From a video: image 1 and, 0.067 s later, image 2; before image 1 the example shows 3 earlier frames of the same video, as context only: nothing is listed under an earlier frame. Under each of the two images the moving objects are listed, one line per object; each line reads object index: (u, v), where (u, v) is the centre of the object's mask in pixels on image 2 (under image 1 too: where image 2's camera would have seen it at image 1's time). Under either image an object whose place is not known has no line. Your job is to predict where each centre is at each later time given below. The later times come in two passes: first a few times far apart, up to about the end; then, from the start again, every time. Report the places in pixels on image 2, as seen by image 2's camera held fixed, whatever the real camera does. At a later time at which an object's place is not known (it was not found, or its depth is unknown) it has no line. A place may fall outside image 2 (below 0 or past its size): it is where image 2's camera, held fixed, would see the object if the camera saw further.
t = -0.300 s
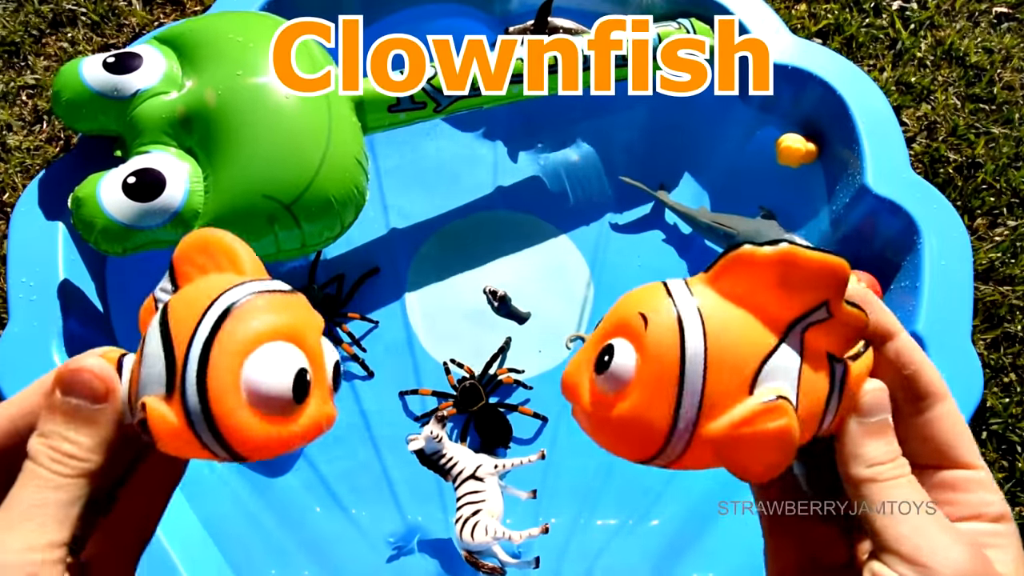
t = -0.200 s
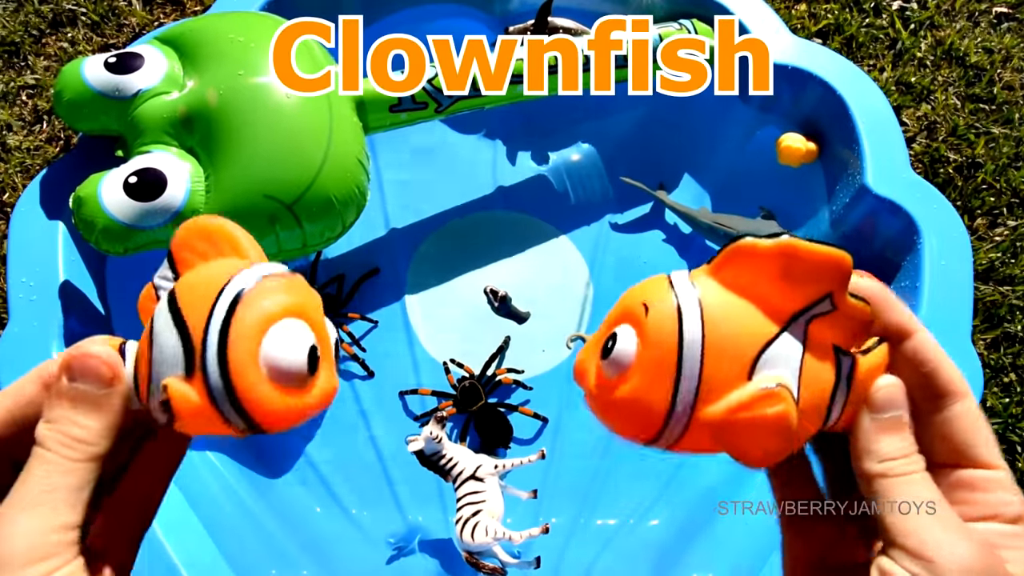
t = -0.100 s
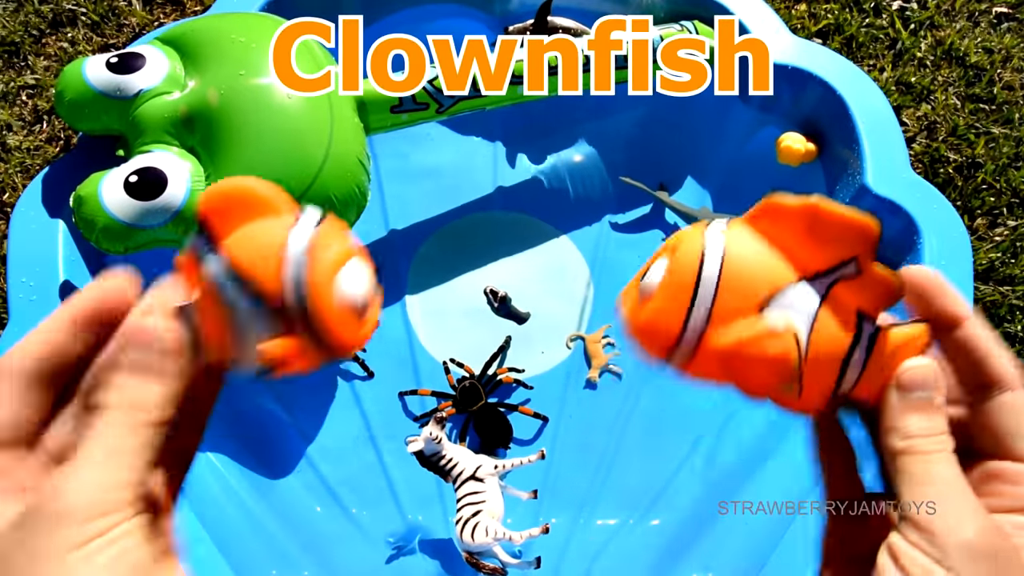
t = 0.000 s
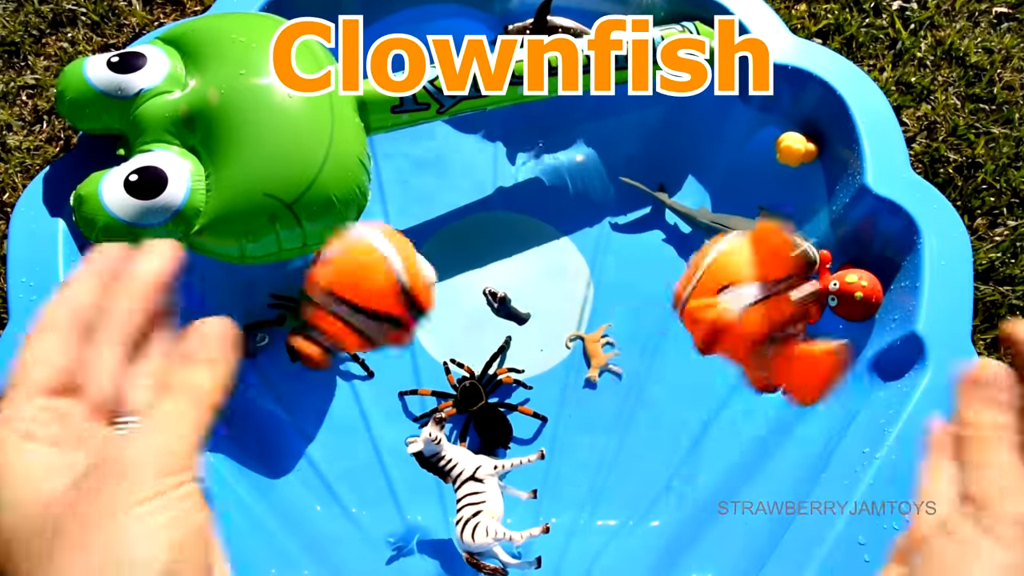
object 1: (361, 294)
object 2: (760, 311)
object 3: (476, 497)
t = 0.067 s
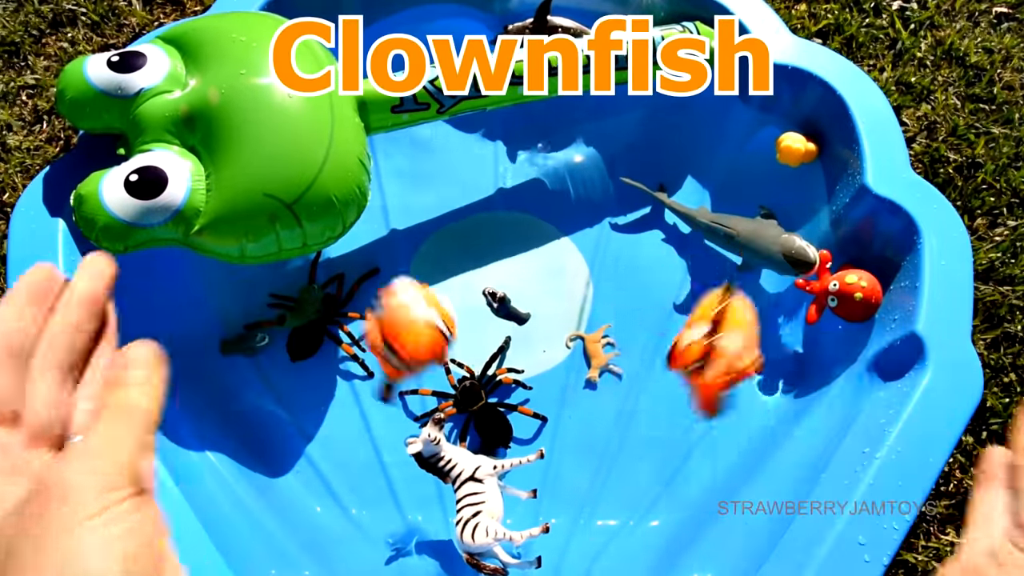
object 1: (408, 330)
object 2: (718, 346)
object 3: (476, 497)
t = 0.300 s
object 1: (507, 415)
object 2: (644, 438)
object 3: (470, 498)
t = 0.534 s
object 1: (546, 385)
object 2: (666, 396)
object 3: (462, 488)
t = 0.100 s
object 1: (423, 354)
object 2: (701, 367)
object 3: (476, 497)
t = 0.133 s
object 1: (438, 382)
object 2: (682, 388)
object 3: (477, 500)
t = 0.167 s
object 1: (449, 404)
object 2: (665, 408)
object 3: (477, 501)
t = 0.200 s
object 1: (464, 422)
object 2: (650, 426)
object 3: (477, 501)
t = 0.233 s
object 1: (485, 415)
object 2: (645, 432)
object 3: (475, 507)
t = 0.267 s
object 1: (502, 408)
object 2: (644, 436)
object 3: (474, 505)
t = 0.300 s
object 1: (507, 415)
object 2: (644, 438)
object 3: (470, 498)
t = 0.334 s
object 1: (512, 417)
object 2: (647, 437)
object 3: (467, 492)
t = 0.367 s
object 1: (514, 413)
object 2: (653, 430)
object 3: (465, 490)
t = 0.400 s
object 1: (519, 410)
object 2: (660, 417)
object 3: (464, 490)
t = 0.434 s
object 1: (526, 402)
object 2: (666, 406)
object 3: (462, 488)
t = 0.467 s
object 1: (533, 393)
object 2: (669, 399)
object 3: (463, 490)
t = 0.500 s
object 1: (540, 387)
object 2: (668, 396)
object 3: (464, 489)
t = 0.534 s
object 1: (546, 385)
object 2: (666, 396)
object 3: (462, 488)
